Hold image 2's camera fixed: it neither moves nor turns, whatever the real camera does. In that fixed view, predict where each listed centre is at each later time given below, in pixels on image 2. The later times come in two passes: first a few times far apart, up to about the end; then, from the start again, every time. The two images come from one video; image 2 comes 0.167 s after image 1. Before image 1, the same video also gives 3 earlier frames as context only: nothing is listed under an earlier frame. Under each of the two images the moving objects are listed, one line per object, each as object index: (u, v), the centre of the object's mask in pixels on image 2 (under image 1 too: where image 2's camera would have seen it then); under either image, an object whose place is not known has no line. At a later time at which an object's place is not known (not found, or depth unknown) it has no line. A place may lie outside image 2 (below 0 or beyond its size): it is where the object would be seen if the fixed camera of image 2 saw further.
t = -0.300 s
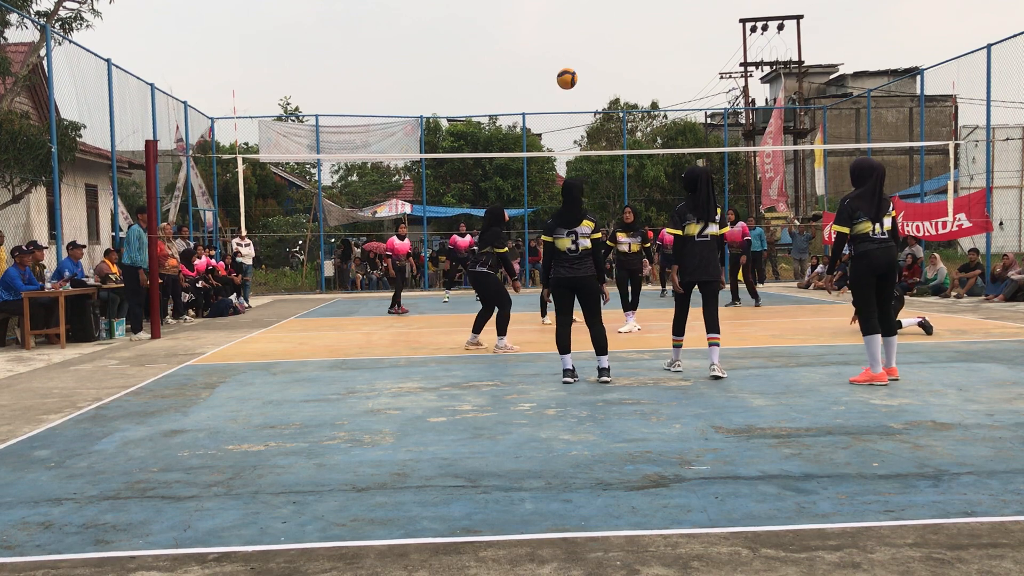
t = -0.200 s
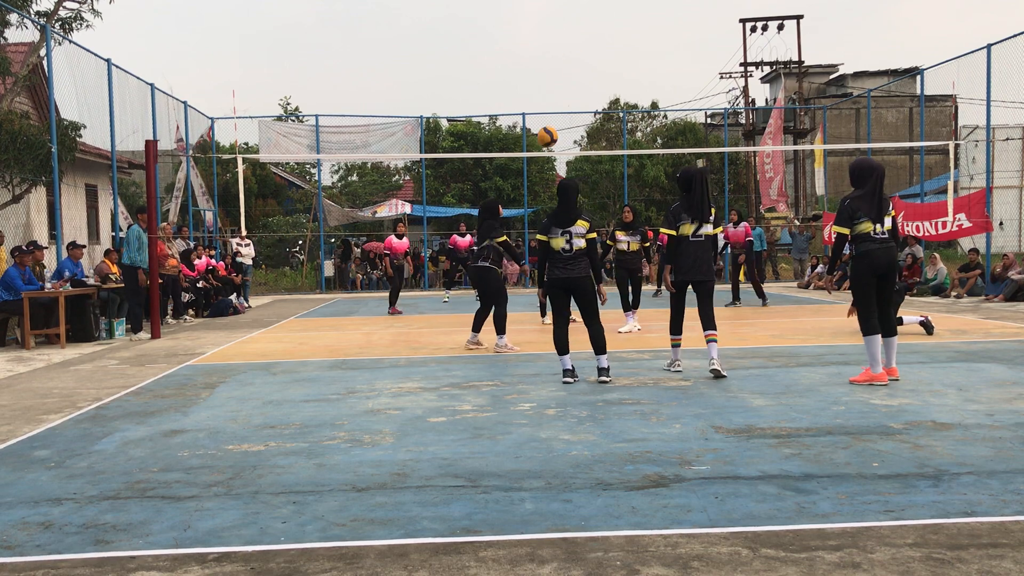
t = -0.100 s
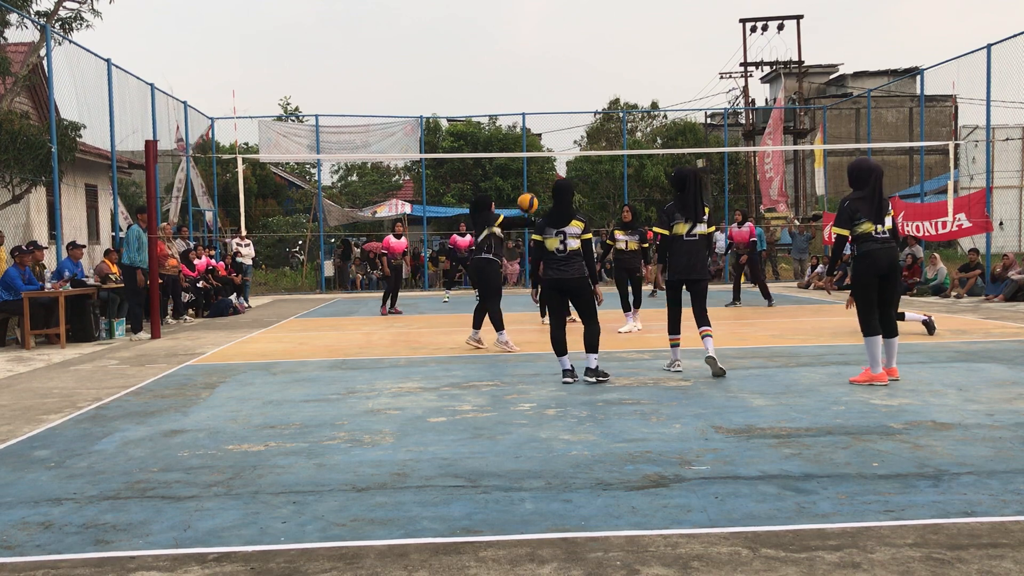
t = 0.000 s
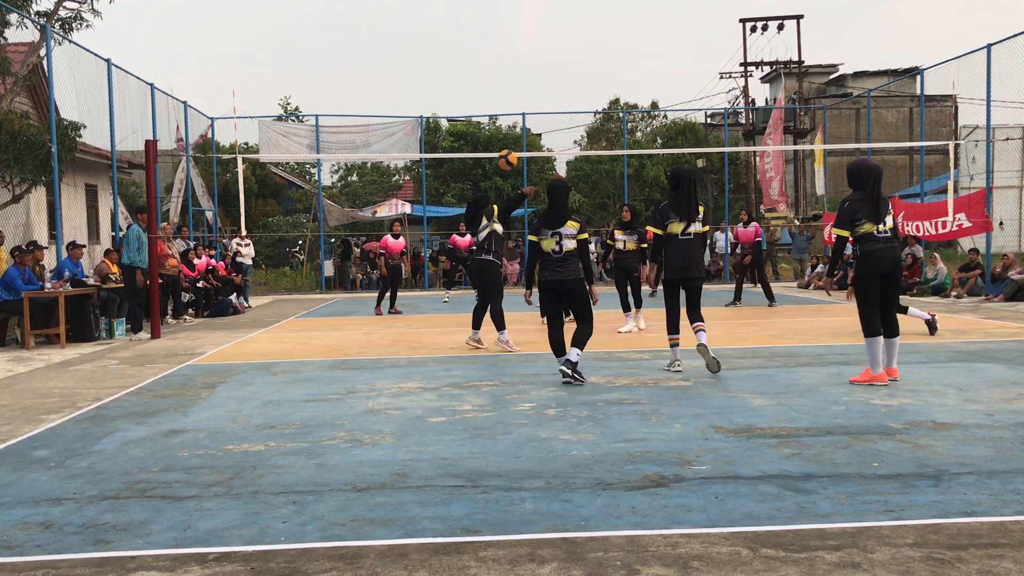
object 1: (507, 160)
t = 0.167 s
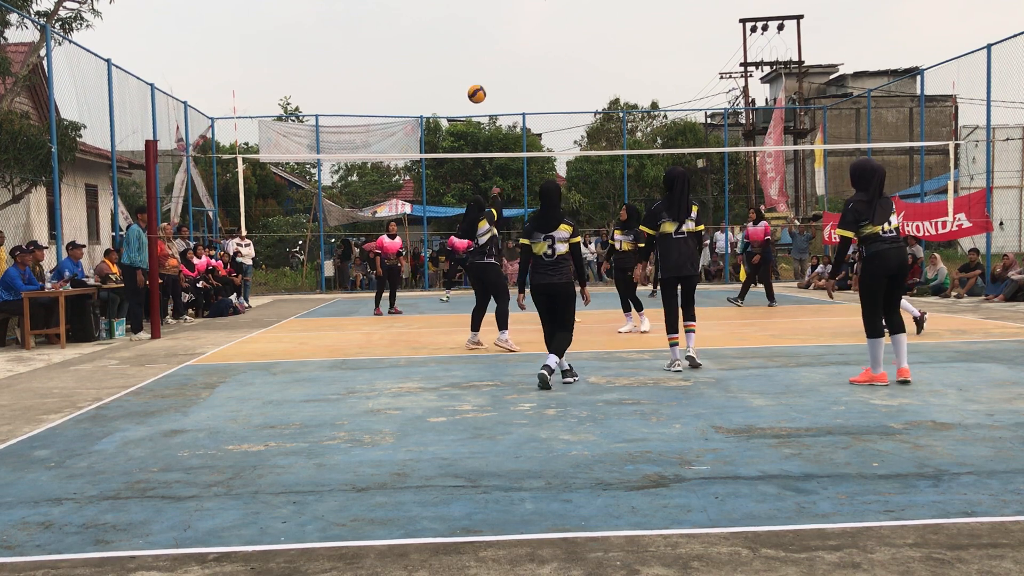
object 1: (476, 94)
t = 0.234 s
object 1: (466, 77)
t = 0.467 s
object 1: (432, 53)
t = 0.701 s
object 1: (404, 72)
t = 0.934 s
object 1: (383, 124)
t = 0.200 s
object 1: (471, 85)
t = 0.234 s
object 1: (466, 77)
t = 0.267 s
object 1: (460, 71)
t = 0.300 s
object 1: (455, 65)
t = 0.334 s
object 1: (450, 61)
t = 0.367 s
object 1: (446, 57)
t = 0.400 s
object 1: (441, 55)
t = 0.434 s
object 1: (436, 54)
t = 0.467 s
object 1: (432, 53)
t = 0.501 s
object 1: (427, 54)
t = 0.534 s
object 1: (423, 55)
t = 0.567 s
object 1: (419, 57)
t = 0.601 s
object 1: (415, 60)
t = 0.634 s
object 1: (411, 63)
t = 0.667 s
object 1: (408, 68)
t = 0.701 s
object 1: (404, 72)
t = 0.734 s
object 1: (401, 78)
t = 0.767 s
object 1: (397, 84)
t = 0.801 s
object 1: (394, 91)
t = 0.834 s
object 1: (391, 98)
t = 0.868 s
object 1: (388, 106)
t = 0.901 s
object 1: (386, 114)
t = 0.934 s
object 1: (383, 124)
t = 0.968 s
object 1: (381, 133)
